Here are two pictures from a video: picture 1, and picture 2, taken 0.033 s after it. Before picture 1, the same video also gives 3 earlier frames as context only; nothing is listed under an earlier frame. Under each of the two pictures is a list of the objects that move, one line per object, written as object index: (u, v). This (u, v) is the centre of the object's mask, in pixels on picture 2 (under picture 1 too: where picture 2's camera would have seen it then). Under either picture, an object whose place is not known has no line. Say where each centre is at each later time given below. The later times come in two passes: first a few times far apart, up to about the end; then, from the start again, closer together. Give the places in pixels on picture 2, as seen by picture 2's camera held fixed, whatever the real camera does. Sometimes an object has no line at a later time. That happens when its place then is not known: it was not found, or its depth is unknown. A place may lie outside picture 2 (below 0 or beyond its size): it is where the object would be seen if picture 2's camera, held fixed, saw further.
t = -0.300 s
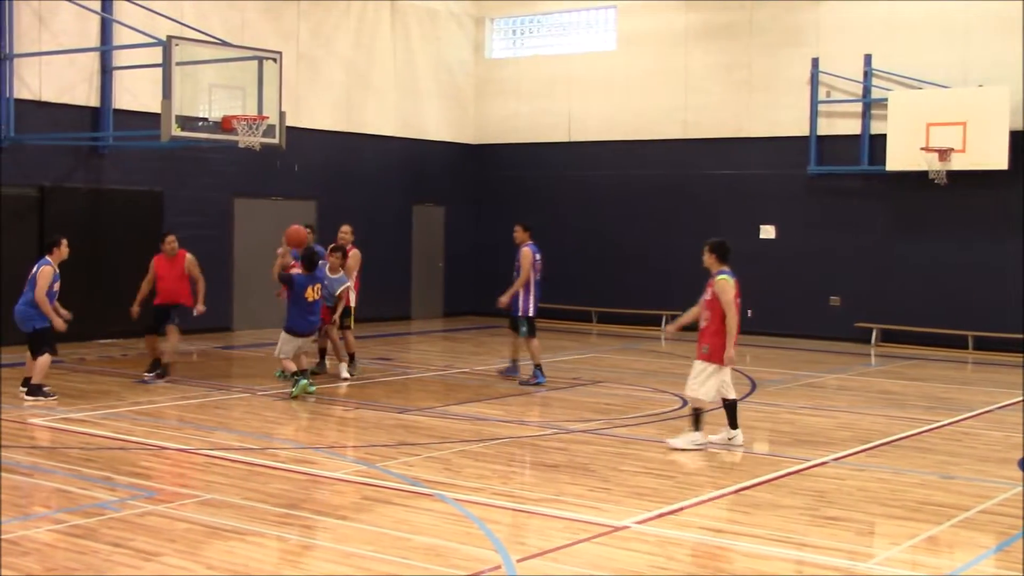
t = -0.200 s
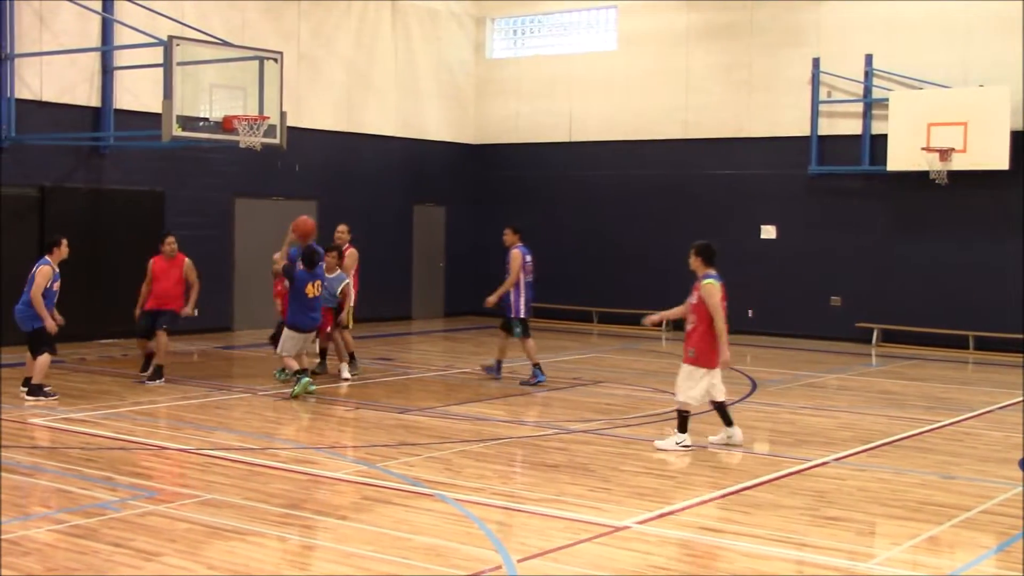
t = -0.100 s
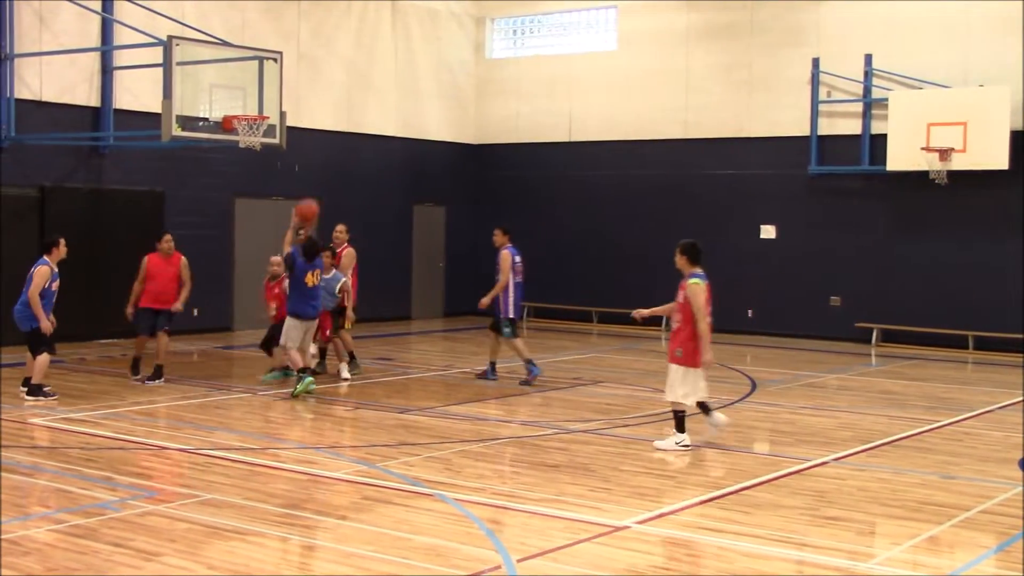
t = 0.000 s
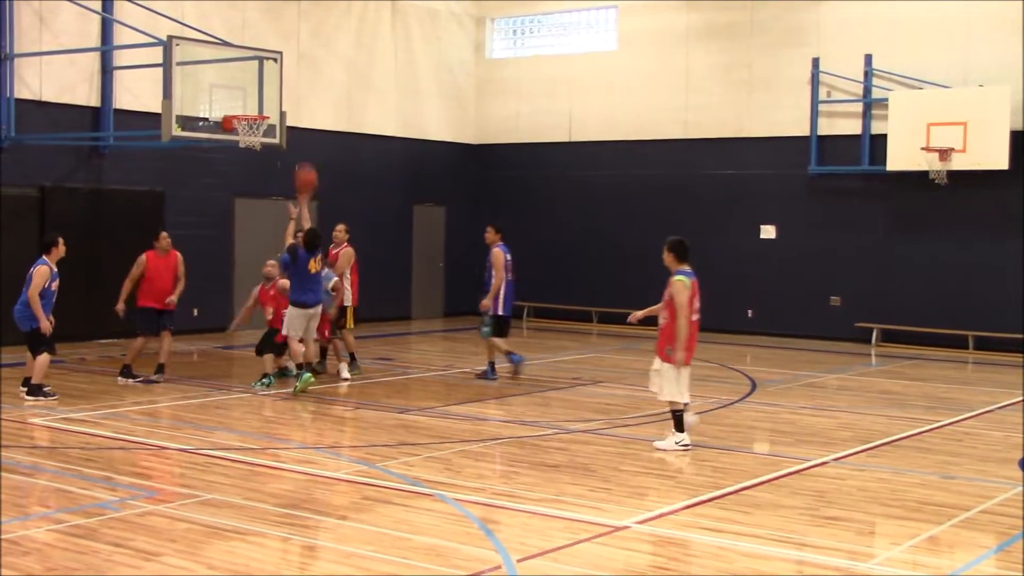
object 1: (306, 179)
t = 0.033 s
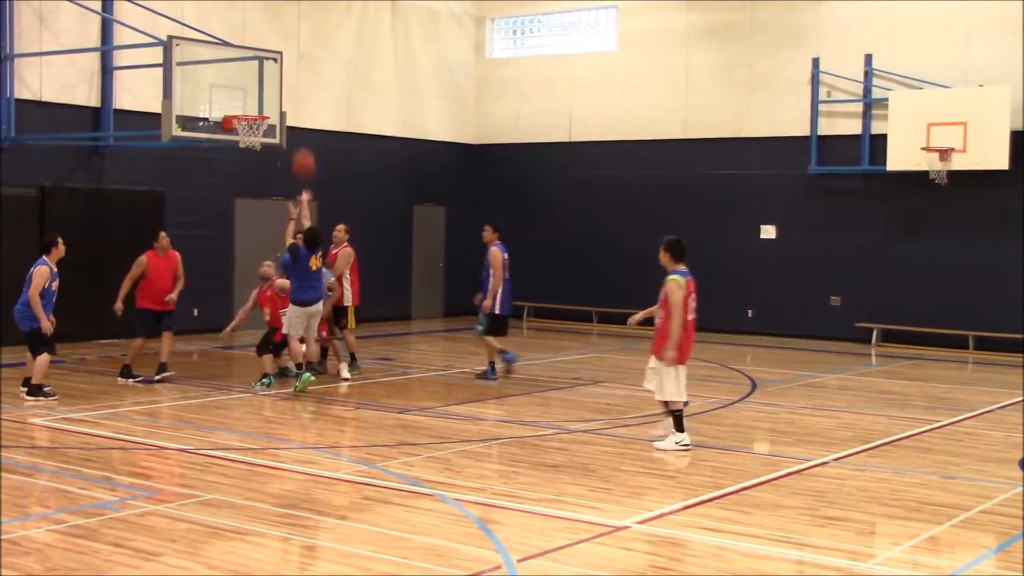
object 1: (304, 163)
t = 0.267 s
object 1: (287, 91)
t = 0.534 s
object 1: (270, 71)
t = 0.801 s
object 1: (253, 108)
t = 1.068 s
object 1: (256, 145)
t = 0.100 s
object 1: (299, 137)
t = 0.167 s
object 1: (293, 115)
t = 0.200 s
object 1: (292, 105)
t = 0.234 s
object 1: (290, 98)
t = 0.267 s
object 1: (287, 91)
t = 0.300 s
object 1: (285, 85)
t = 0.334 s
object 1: (282, 81)
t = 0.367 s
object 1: (280, 77)
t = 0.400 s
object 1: (278, 74)
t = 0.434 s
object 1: (276, 72)
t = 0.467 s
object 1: (274, 71)
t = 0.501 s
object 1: (272, 71)
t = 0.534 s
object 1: (270, 71)
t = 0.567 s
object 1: (268, 74)
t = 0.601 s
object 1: (266, 76)
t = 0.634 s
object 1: (264, 80)
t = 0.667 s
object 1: (261, 84)
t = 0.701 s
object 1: (259, 89)
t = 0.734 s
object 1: (257, 95)
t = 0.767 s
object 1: (255, 102)
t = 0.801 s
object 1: (253, 108)
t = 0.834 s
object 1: (251, 111)
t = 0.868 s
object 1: (248, 112)
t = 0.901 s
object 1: (245, 113)
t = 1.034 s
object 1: (254, 145)
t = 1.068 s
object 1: (256, 145)
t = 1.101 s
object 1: (255, 146)
